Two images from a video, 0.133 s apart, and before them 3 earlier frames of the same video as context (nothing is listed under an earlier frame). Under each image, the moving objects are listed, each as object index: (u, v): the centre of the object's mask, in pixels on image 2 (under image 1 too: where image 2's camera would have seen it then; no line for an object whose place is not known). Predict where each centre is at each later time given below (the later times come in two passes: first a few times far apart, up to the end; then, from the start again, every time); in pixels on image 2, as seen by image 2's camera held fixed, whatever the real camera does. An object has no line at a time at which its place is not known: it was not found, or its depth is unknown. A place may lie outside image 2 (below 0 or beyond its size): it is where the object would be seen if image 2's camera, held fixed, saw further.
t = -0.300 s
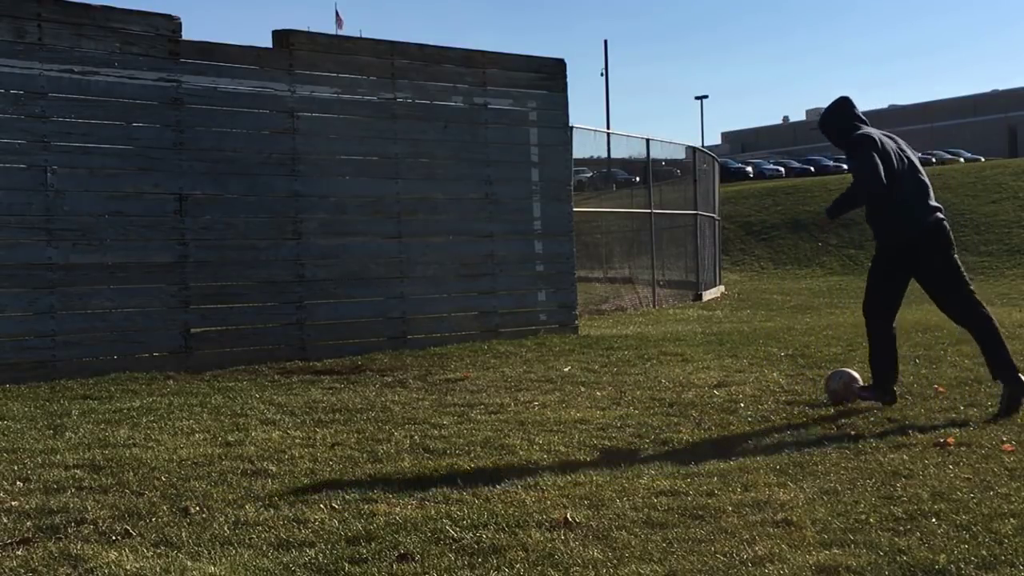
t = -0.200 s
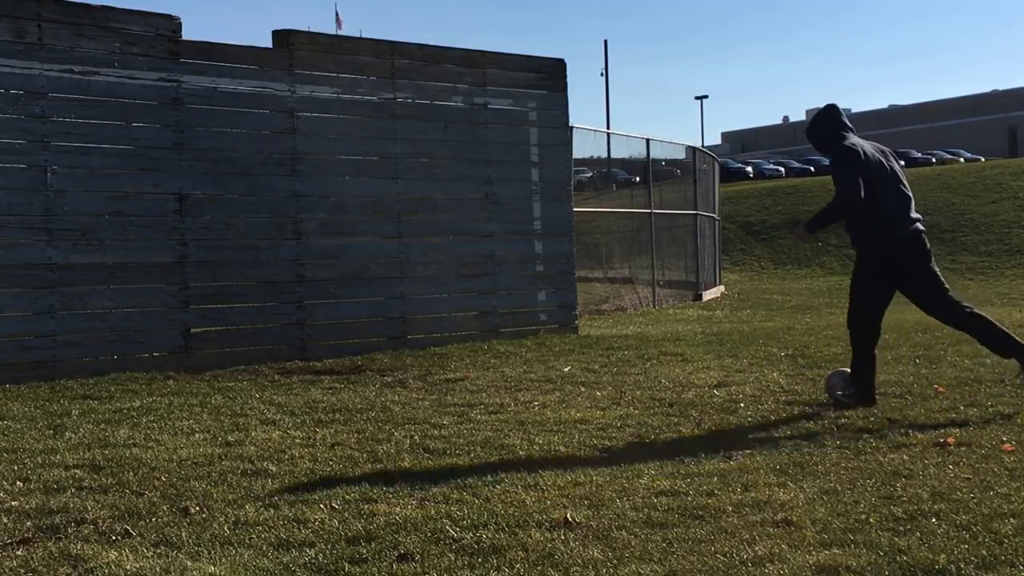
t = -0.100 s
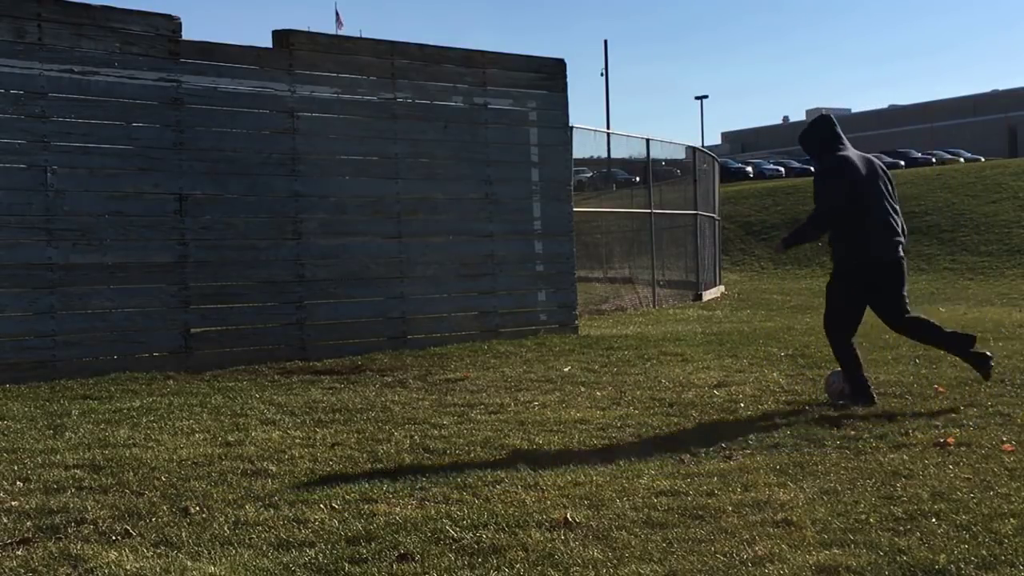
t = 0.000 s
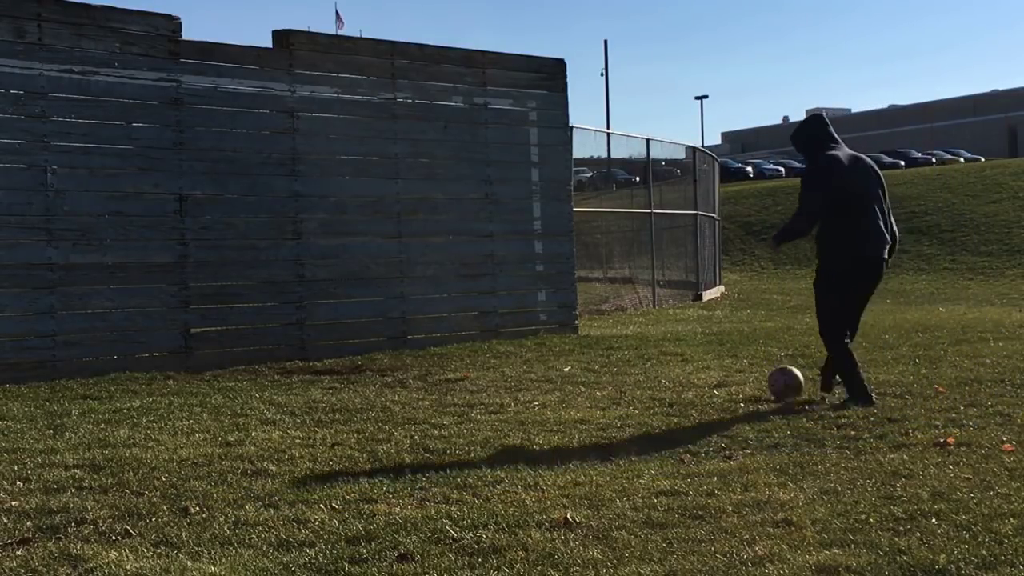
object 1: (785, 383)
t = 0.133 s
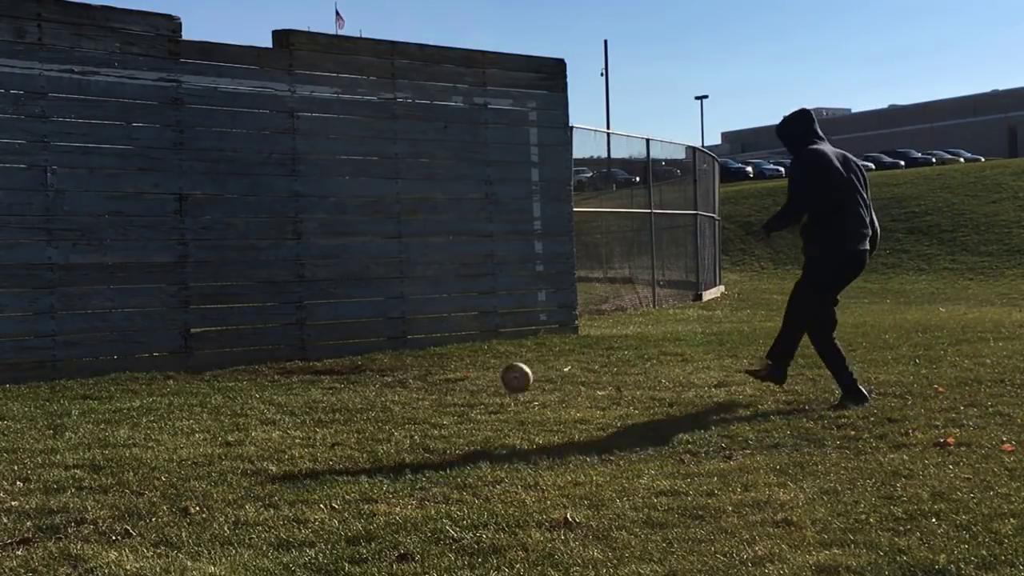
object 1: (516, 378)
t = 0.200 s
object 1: (411, 374)
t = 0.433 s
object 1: (169, 355)
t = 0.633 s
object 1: (264, 337)
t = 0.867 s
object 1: (405, 391)
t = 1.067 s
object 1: (518, 369)
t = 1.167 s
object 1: (582, 377)
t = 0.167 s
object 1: (460, 380)
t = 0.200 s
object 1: (411, 374)
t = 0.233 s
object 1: (364, 368)
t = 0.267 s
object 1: (320, 365)
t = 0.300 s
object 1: (278, 365)
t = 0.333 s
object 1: (239, 366)
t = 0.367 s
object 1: (201, 363)
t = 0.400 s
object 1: (168, 360)
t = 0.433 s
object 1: (169, 355)
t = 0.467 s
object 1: (184, 349)
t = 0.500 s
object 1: (197, 343)
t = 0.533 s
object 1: (212, 340)
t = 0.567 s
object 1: (230, 337)
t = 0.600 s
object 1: (246, 337)
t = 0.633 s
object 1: (264, 337)
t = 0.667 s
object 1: (283, 340)
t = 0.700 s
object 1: (301, 345)
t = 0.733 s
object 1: (320, 350)
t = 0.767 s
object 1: (342, 356)
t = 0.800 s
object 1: (361, 366)
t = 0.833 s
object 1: (383, 377)
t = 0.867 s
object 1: (405, 391)
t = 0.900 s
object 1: (425, 391)
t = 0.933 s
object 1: (442, 384)
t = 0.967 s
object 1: (461, 377)
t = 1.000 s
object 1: (479, 373)
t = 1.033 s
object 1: (498, 370)
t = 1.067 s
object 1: (518, 369)
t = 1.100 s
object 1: (539, 370)
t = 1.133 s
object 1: (560, 373)
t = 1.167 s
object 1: (582, 377)
